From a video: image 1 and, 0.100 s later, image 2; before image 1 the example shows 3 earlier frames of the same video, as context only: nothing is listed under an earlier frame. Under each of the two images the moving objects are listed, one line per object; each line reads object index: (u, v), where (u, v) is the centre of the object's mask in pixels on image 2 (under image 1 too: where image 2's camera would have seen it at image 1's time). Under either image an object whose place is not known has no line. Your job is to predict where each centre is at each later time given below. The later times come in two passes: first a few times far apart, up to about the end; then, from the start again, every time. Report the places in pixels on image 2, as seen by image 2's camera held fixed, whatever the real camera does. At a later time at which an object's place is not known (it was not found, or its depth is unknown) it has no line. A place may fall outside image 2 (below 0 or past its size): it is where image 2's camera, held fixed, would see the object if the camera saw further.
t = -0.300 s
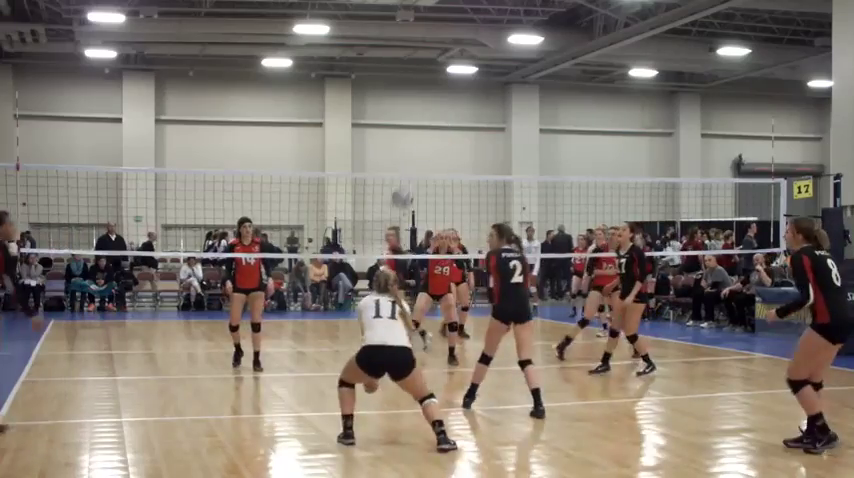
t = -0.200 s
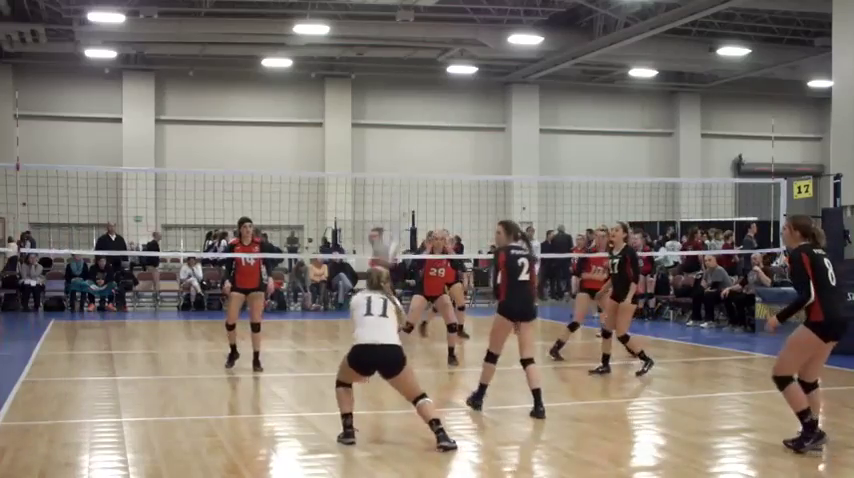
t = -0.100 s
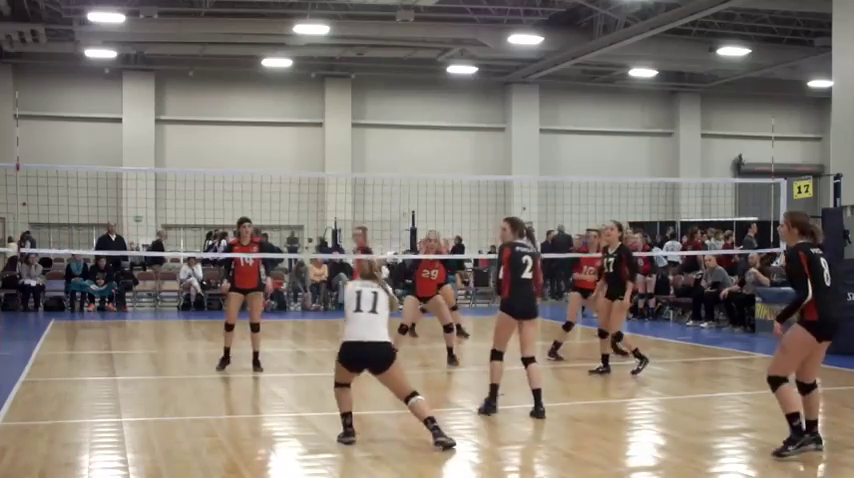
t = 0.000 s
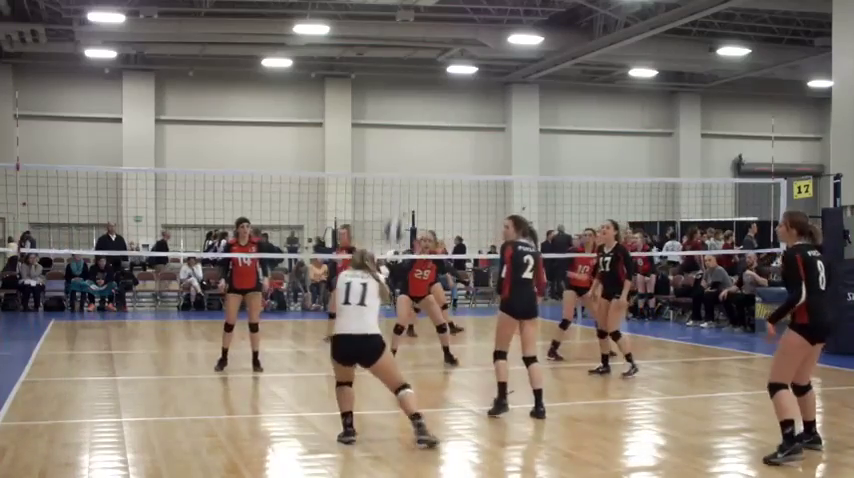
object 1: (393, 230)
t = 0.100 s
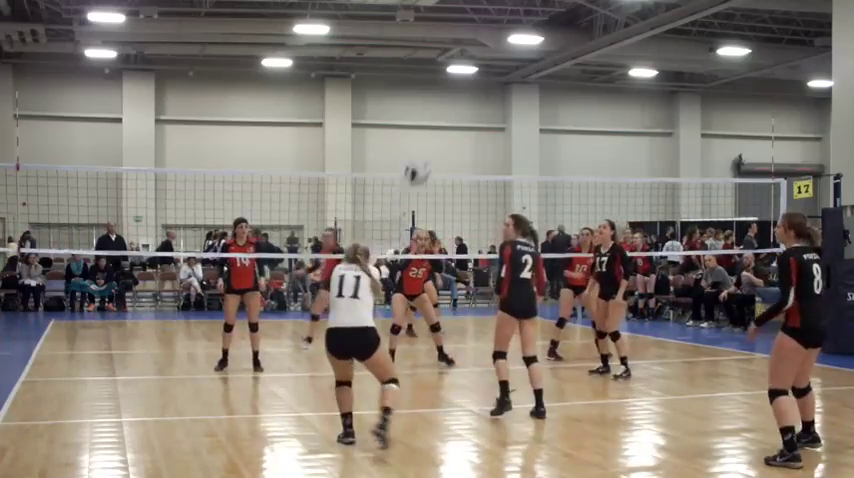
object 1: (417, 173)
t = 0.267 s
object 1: (451, 108)
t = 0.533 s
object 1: (497, 80)
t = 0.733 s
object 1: (529, 105)
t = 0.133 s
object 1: (424, 157)
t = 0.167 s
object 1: (430, 142)
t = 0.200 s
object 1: (437, 130)
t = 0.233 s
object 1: (445, 118)
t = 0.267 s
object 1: (451, 108)
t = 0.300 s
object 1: (458, 100)
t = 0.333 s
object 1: (464, 94)
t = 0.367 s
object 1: (470, 88)
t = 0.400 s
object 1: (476, 84)
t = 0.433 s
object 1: (481, 82)
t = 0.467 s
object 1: (487, 81)
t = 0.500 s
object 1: (492, 80)
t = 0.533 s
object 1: (497, 80)
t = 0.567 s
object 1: (503, 82)
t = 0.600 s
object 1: (508, 84)
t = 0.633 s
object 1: (513, 88)
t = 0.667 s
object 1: (519, 92)
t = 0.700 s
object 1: (523, 98)
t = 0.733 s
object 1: (529, 105)
